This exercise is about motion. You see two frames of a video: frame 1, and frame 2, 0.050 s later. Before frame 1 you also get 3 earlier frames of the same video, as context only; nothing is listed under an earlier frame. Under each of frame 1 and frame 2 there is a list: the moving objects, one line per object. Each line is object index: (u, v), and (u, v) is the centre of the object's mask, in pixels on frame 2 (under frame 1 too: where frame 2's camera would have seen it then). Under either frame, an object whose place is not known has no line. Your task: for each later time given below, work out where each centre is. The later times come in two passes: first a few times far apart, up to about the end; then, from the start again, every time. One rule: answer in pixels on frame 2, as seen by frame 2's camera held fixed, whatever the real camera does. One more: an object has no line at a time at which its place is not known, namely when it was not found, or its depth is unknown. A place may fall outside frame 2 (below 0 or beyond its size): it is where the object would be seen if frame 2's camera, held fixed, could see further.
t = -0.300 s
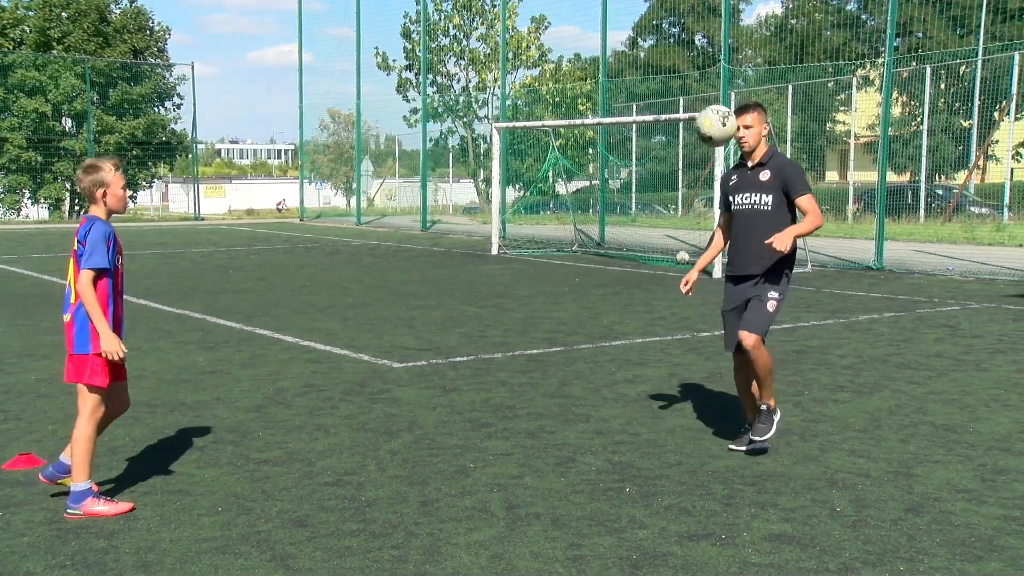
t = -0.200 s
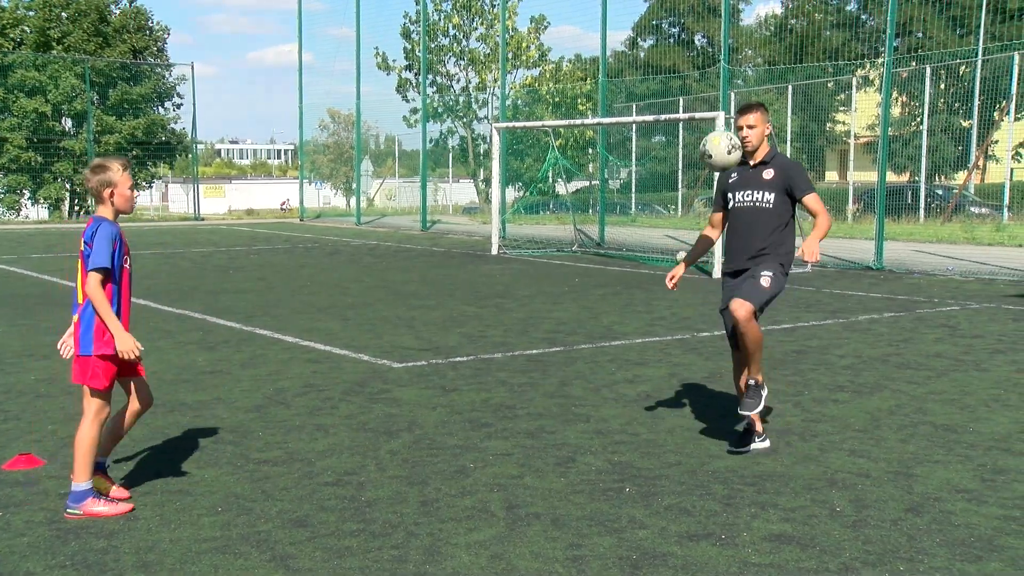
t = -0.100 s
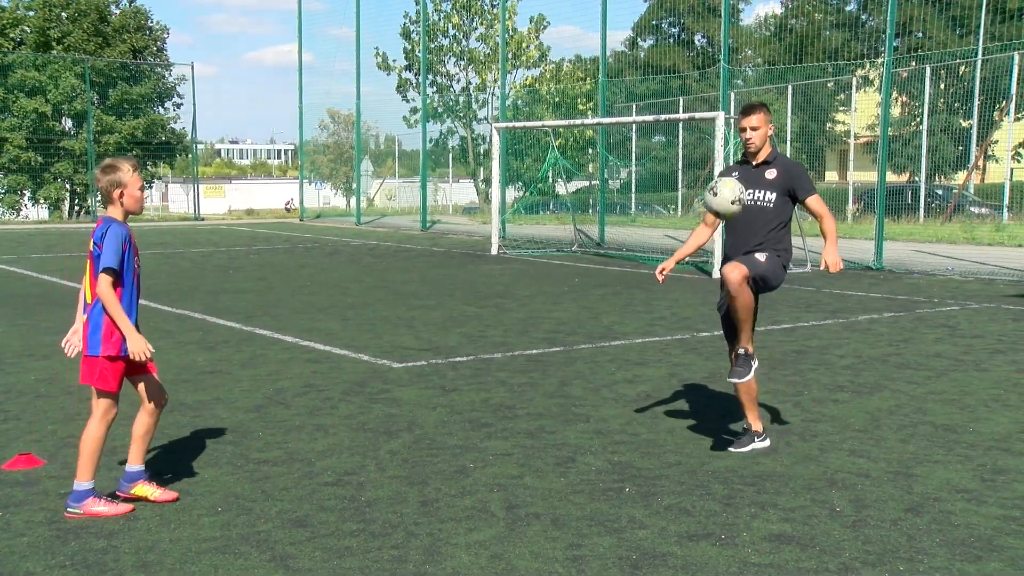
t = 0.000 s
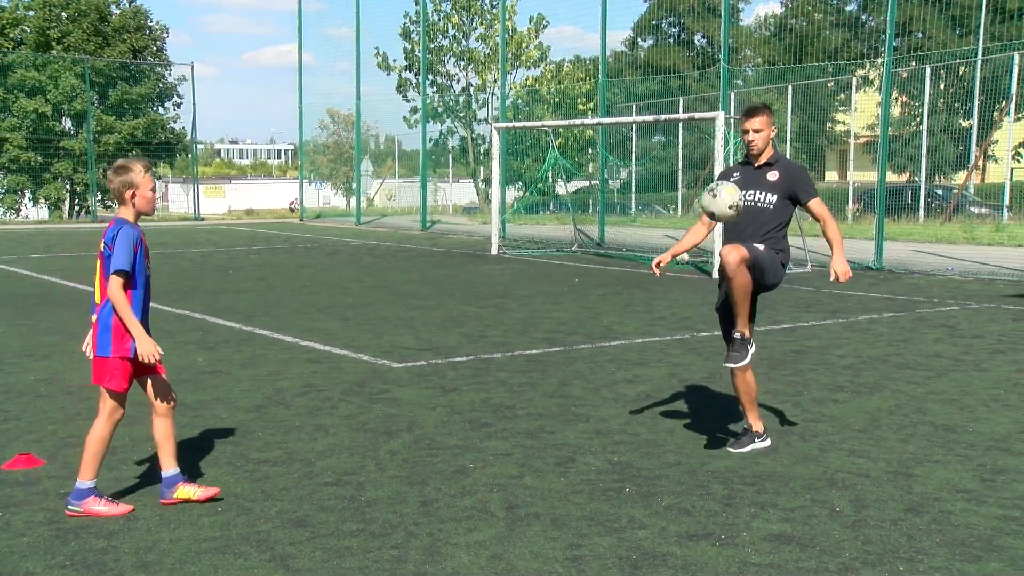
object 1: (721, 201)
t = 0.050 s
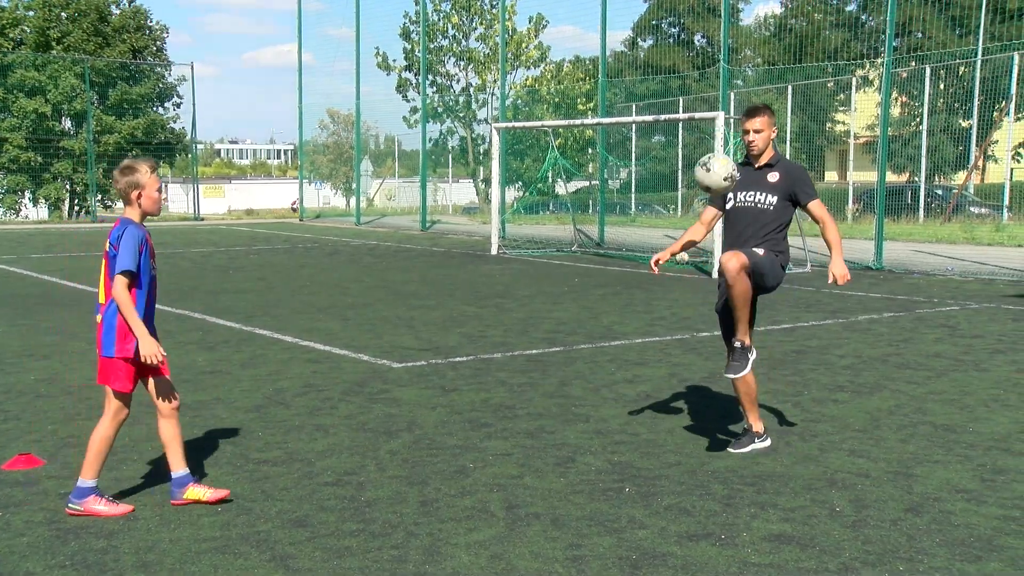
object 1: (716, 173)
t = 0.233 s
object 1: (692, 113)
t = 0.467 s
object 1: (661, 137)
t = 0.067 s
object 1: (713, 165)
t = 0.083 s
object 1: (711, 157)
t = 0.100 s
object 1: (709, 150)
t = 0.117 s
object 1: (707, 143)
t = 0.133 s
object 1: (705, 138)
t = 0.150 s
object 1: (703, 133)
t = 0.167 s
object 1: (701, 127)
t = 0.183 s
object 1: (698, 123)
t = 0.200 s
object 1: (696, 119)
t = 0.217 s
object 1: (694, 116)
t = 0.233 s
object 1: (692, 113)
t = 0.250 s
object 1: (690, 111)
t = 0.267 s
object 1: (687, 110)
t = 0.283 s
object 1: (685, 108)
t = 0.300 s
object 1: (683, 108)
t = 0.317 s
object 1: (681, 108)
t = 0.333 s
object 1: (679, 109)
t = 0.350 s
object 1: (676, 110)
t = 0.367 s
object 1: (674, 112)
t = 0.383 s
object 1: (672, 115)
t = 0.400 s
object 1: (670, 118)
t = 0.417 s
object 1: (668, 122)
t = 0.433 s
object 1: (665, 126)
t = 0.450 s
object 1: (663, 131)
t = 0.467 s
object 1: (661, 137)
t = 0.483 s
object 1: (658, 143)
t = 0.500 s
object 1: (656, 149)
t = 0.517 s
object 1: (654, 156)
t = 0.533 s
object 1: (652, 164)
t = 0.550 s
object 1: (650, 173)
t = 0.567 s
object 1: (647, 181)
